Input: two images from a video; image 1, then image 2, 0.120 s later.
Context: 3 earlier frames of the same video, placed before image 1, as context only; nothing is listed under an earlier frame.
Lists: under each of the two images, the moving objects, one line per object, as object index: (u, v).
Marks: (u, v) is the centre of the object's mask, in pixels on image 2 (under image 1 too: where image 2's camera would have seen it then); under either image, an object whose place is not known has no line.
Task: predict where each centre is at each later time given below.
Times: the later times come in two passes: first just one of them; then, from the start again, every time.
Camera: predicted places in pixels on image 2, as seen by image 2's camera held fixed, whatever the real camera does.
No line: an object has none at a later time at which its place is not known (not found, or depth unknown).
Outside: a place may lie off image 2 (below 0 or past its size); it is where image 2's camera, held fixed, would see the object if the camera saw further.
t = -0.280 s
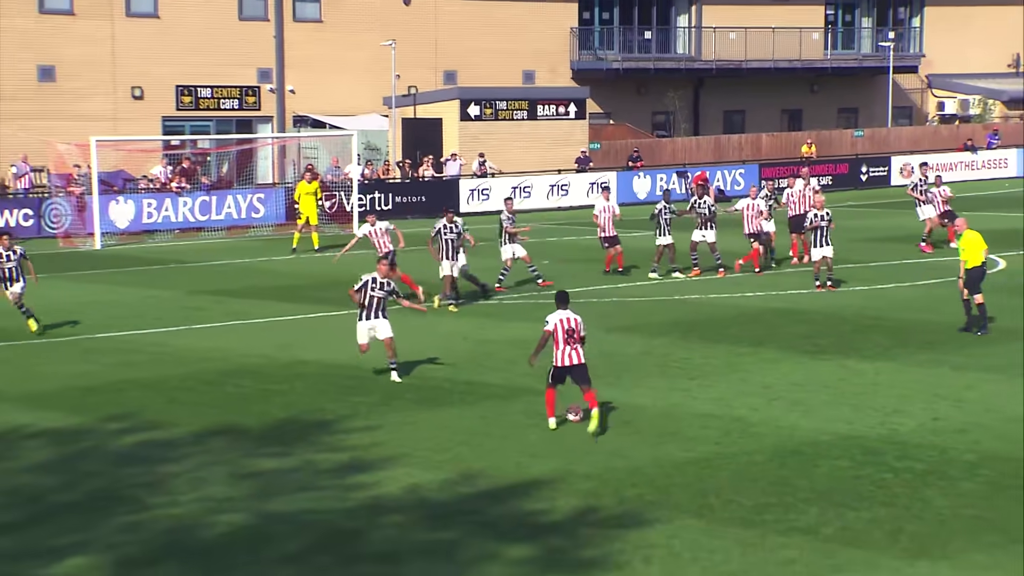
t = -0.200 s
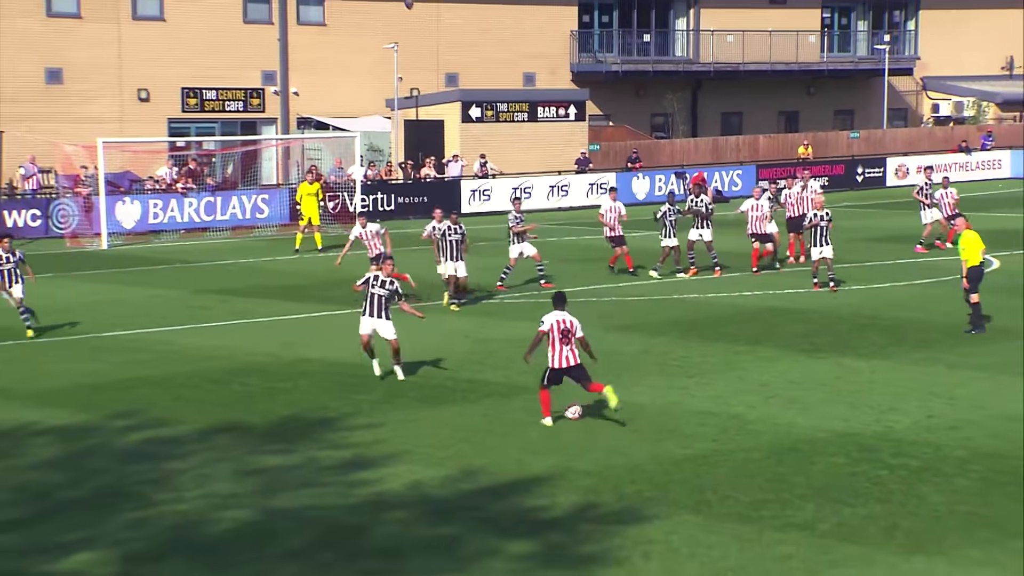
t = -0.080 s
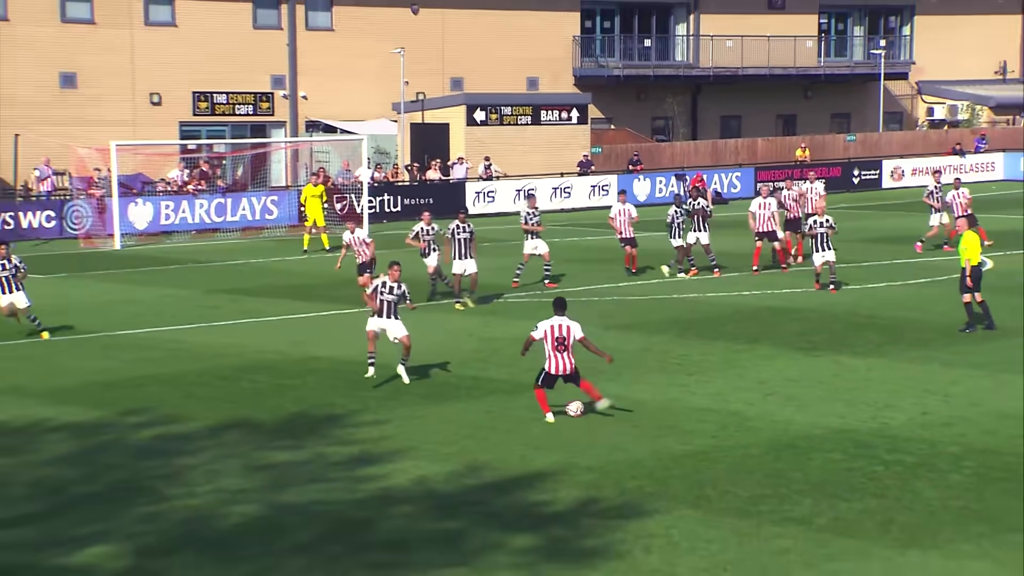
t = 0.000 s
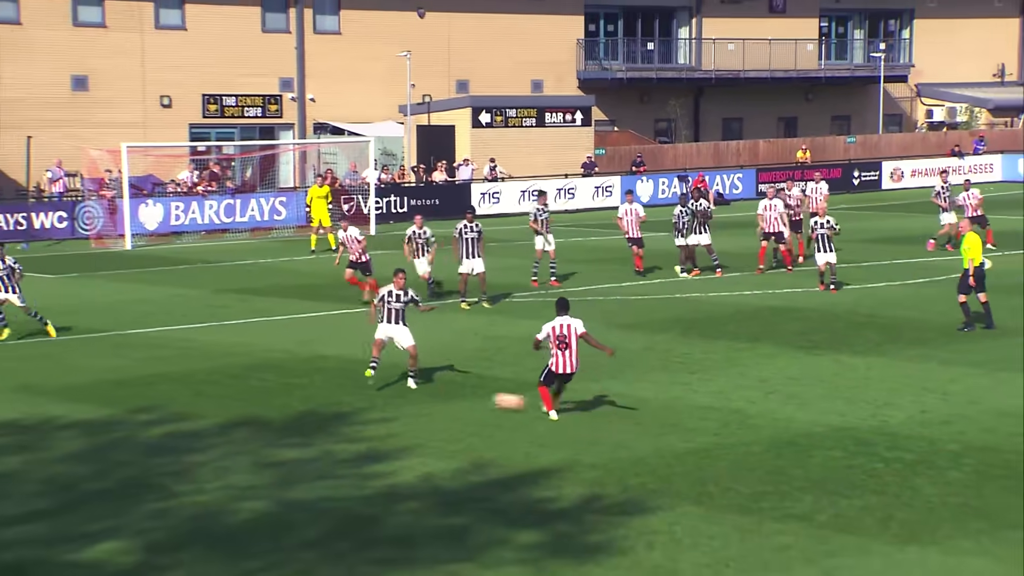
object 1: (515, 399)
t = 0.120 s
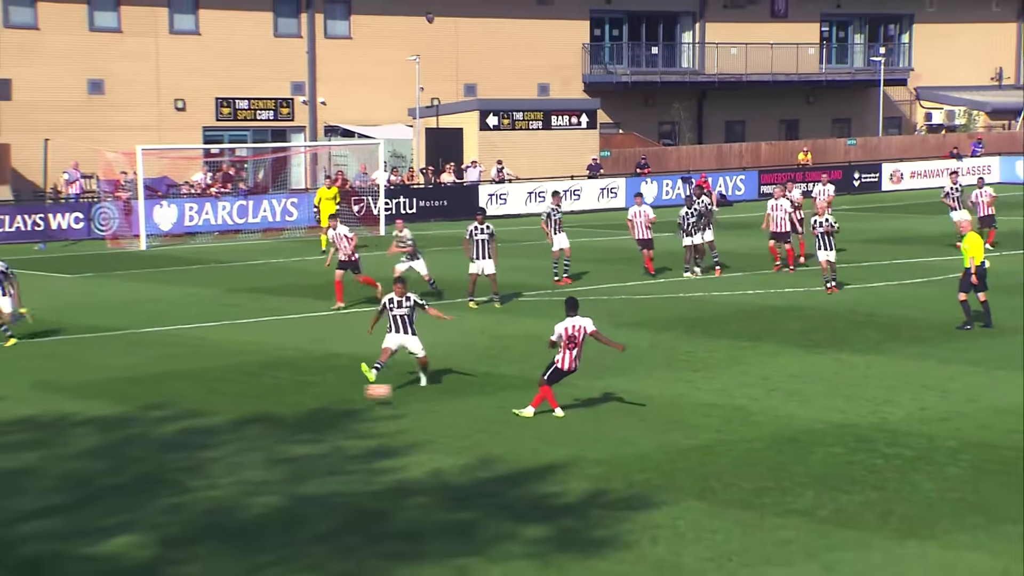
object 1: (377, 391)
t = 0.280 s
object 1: (210, 395)
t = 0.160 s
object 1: (334, 392)
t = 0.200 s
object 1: (290, 395)
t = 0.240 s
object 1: (247, 396)
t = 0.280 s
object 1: (210, 395)
